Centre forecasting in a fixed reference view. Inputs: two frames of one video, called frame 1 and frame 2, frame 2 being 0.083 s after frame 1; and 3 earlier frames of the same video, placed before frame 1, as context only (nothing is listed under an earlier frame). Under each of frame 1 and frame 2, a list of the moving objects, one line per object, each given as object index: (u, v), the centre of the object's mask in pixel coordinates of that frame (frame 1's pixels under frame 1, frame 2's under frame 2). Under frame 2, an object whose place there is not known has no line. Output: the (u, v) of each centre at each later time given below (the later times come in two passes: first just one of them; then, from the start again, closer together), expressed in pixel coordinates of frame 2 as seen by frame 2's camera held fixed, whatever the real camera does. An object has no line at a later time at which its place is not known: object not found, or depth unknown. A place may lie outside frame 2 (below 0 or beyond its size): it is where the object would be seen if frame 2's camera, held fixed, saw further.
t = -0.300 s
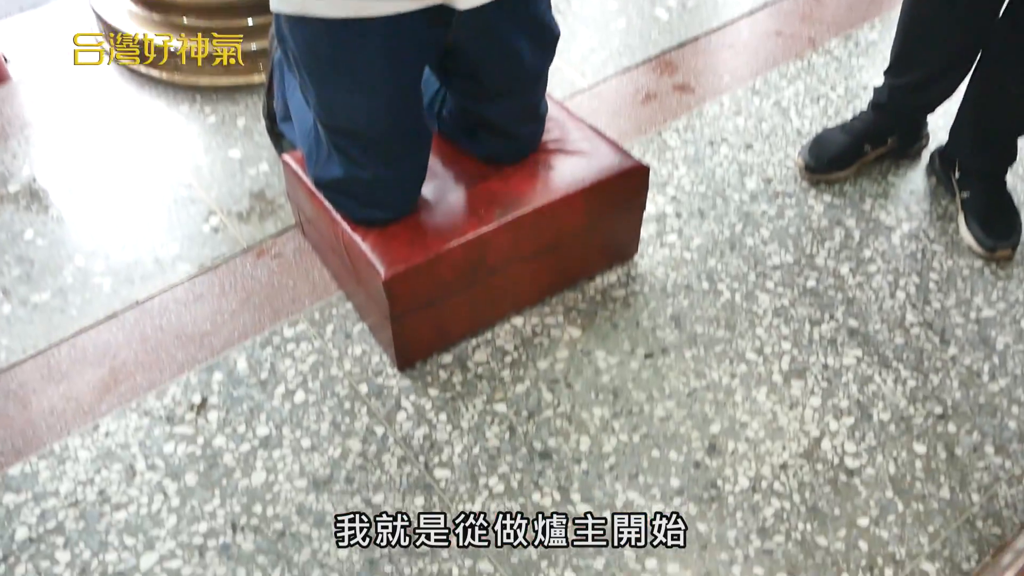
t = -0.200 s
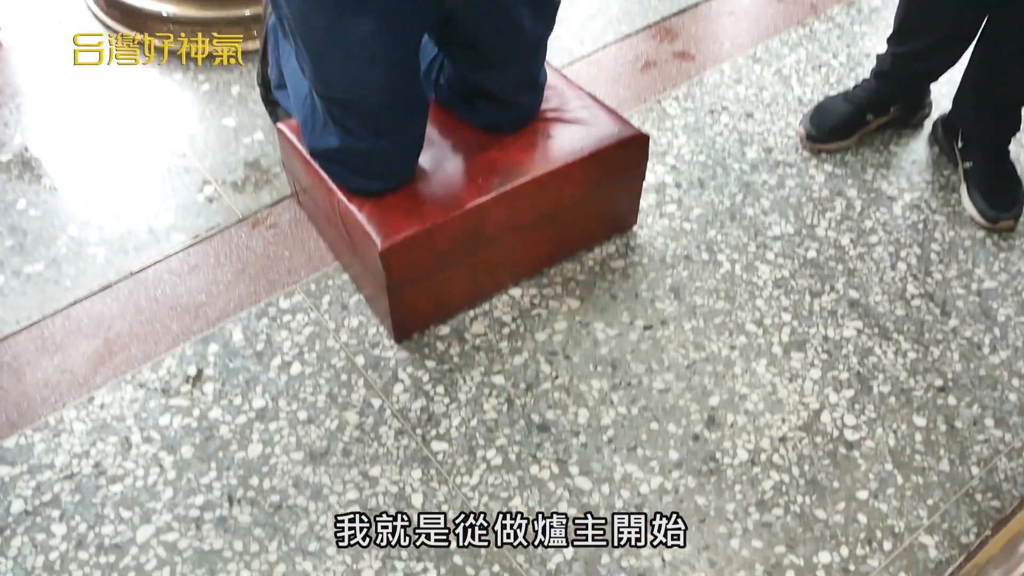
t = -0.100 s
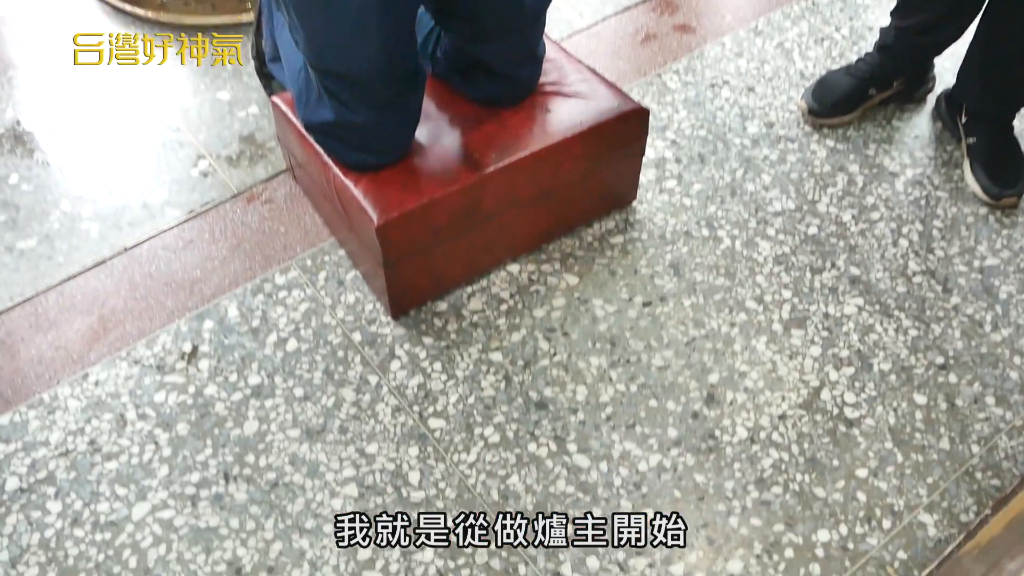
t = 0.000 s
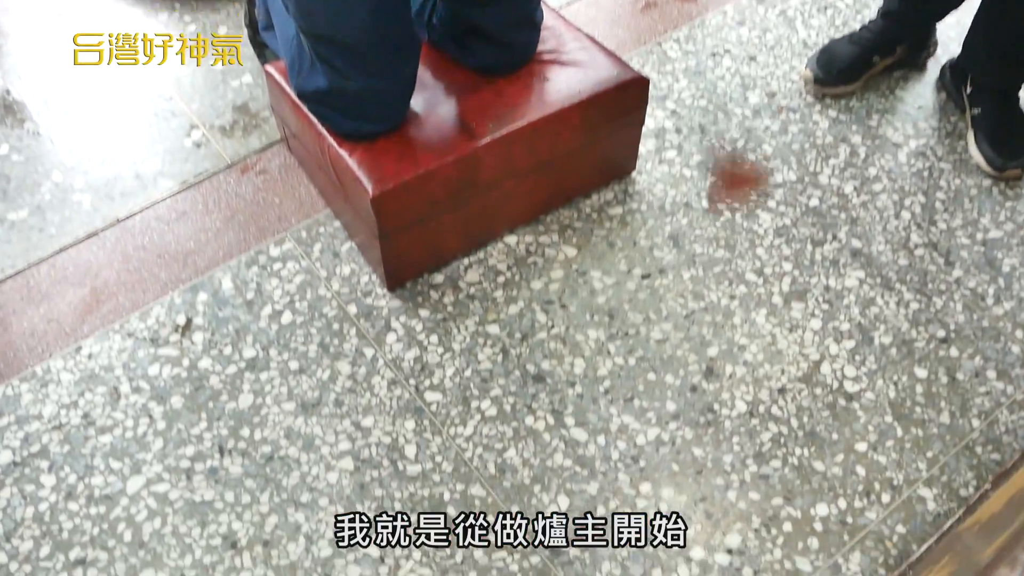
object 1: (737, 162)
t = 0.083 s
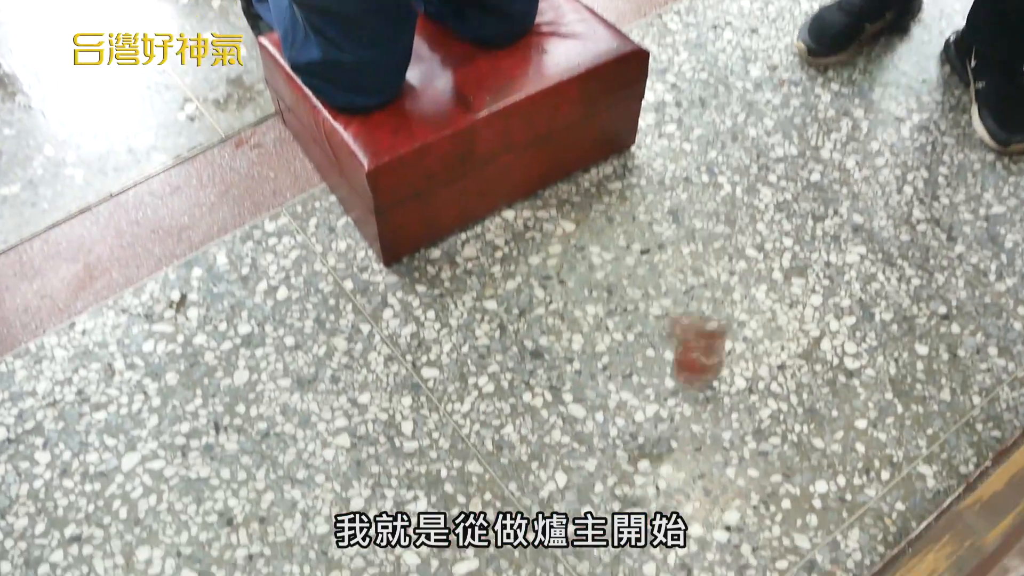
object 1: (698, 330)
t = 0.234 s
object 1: (601, 361)
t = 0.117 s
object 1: (686, 397)
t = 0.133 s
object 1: (678, 410)
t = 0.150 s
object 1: (671, 402)
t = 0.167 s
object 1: (658, 392)
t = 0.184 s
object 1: (643, 382)
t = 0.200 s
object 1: (630, 376)
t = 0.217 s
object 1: (617, 367)
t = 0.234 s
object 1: (601, 361)
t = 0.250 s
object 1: (588, 357)
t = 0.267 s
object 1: (573, 351)
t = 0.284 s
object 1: (548, 347)
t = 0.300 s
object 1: (531, 345)
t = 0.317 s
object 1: (514, 344)
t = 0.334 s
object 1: (486, 342)
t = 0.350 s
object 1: (469, 345)
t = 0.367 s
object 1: (450, 346)
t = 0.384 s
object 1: (424, 349)
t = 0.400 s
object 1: (402, 354)
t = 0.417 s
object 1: (386, 361)
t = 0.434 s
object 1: (362, 368)
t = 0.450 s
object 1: (346, 376)
